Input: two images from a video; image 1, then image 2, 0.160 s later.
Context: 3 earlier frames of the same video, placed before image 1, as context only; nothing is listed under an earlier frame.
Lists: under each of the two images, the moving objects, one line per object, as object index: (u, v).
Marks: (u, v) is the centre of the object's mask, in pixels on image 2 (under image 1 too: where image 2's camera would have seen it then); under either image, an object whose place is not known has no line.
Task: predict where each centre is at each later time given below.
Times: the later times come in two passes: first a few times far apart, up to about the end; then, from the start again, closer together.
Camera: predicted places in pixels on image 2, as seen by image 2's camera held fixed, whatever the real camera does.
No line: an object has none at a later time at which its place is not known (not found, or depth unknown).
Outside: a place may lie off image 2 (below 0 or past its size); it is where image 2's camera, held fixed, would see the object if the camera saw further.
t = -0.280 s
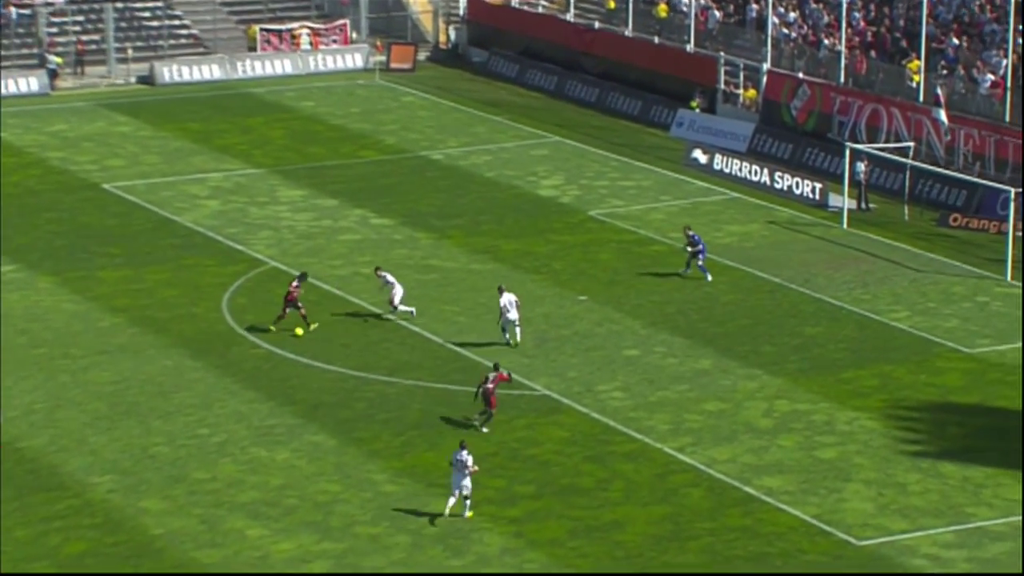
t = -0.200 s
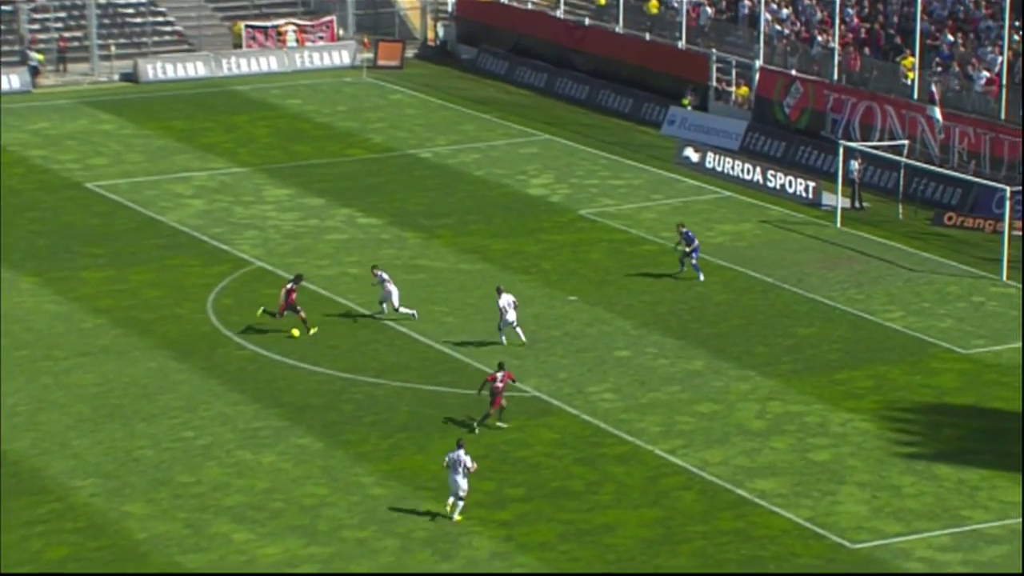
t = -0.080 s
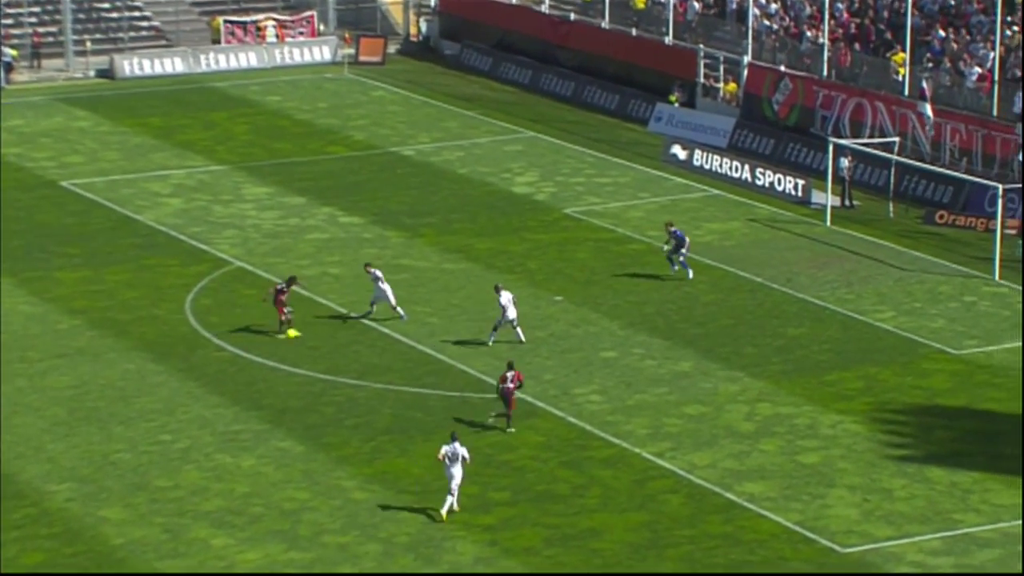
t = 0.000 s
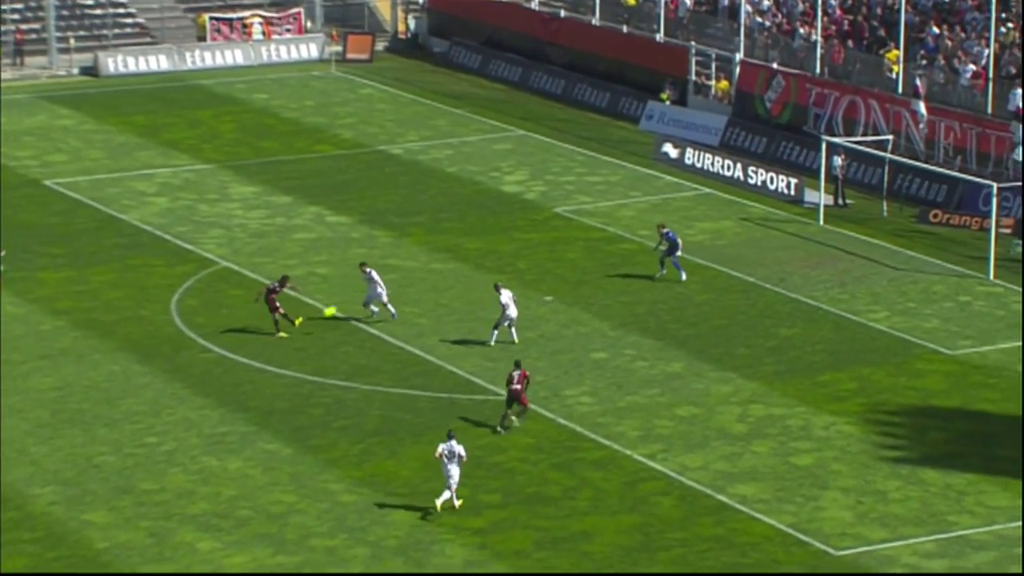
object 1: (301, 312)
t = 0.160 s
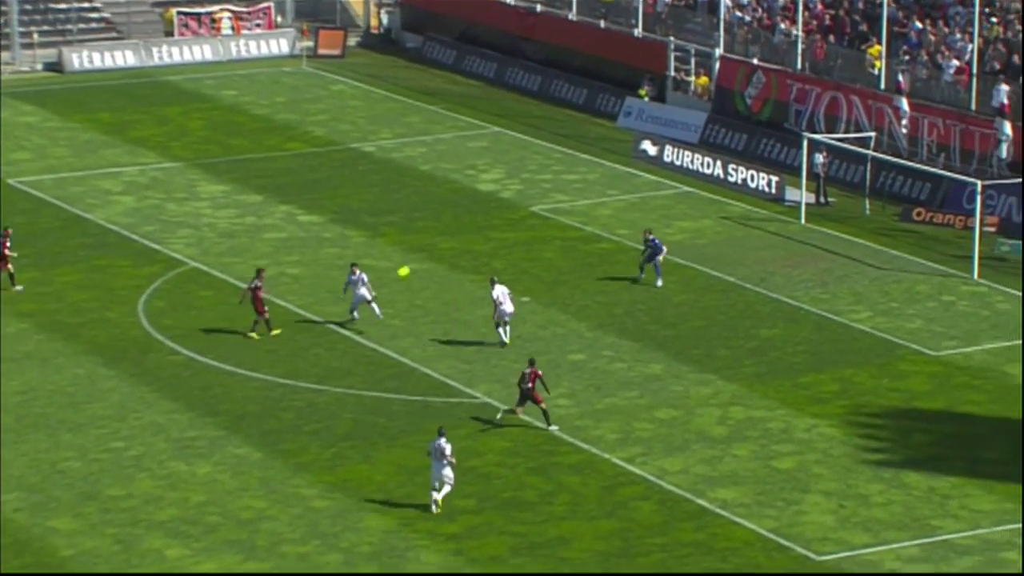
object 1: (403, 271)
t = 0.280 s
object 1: (475, 247)
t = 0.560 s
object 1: (627, 209)
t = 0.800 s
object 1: (744, 198)
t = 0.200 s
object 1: (427, 262)
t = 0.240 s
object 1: (451, 254)
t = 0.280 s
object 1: (475, 247)
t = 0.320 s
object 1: (497, 239)
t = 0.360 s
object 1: (520, 233)
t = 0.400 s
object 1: (542, 227)
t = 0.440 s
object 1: (564, 222)
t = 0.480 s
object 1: (585, 217)
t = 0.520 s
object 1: (607, 213)
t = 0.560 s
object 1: (627, 209)
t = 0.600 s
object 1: (648, 206)
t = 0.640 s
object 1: (668, 204)
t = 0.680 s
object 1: (687, 201)
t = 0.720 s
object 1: (707, 200)
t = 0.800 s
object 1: (744, 198)
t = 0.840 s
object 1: (763, 199)
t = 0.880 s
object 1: (781, 200)
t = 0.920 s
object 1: (799, 201)
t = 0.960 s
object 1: (817, 202)
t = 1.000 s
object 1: (834, 204)
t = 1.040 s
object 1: (851, 206)
